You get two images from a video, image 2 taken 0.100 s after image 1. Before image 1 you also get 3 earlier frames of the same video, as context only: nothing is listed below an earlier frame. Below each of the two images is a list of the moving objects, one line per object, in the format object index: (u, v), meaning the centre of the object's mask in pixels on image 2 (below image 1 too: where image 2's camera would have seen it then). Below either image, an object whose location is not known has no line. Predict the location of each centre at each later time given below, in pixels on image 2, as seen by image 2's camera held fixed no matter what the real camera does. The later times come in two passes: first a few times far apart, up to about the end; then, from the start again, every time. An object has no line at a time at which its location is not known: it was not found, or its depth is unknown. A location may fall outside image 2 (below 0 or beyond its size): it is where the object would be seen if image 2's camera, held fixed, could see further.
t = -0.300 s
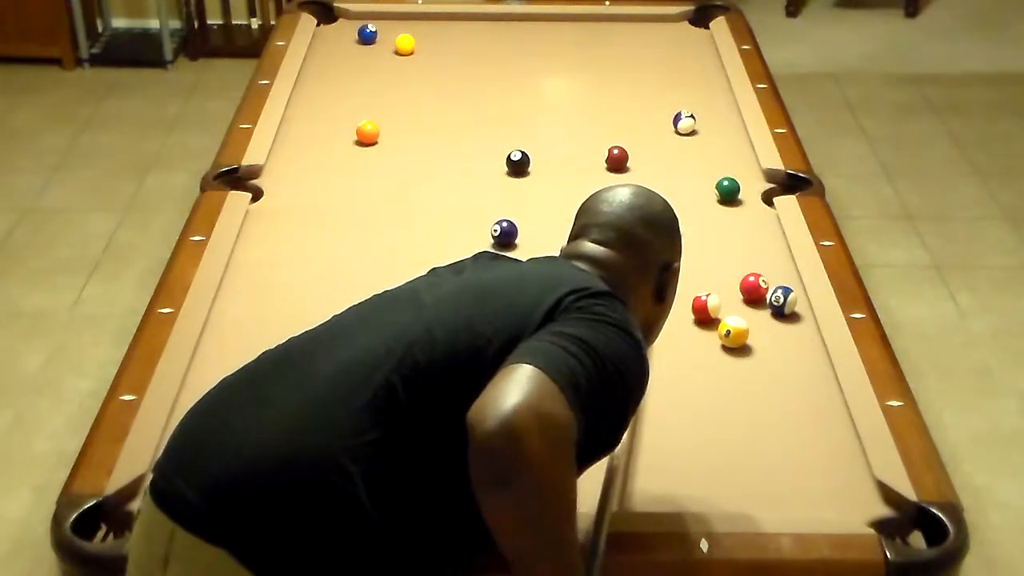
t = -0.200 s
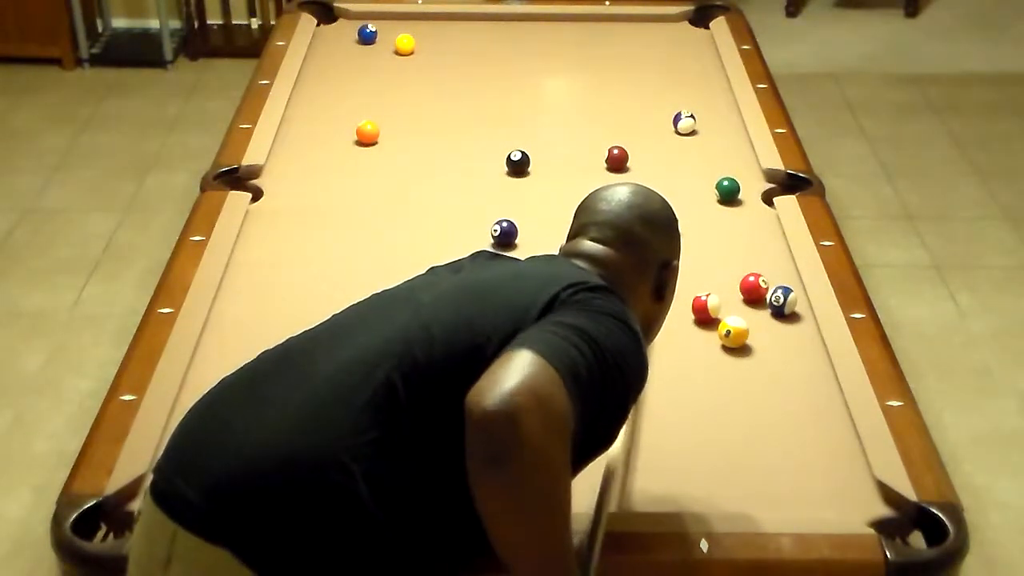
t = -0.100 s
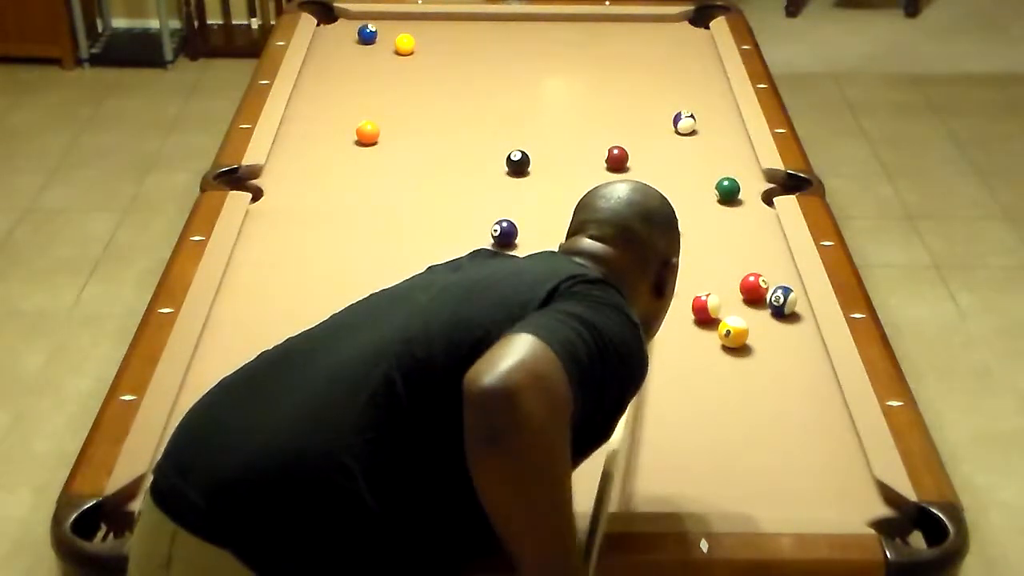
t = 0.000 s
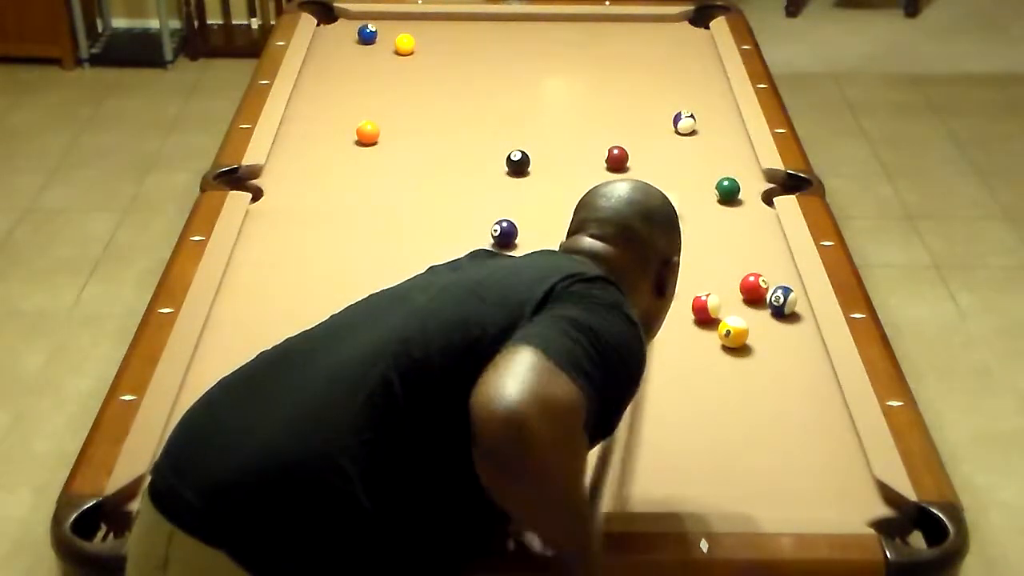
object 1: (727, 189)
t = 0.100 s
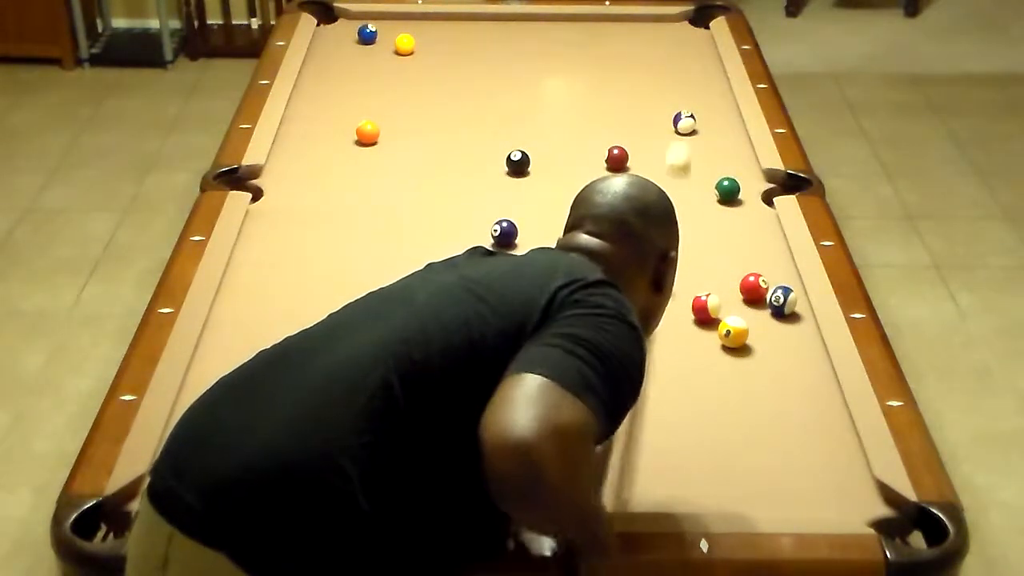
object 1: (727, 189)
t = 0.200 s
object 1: (727, 189)
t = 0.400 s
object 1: (727, 189)
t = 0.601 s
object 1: (727, 189)
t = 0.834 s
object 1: (727, 189)
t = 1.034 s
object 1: (731, 191)
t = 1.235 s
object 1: (740, 194)
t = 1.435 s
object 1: (748, 197)
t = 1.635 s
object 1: (754, 199)
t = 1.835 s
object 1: (759, 201)
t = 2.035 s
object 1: (758, 200)
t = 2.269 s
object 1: (759, 201)
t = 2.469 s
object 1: (759, 200)
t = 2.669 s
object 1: (759, 199)
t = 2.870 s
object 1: (759, 199)
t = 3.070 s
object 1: (759, 199)
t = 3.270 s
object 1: (759, 200)
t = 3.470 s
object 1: (759, 200)
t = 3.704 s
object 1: (759, 200)
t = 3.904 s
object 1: (759, 200)
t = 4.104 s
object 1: (759, 201)
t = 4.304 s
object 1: (759, 200)
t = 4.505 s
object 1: (759, 201)
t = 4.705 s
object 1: (759, 201)
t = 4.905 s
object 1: (759, 200)
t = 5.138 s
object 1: (759, 200)
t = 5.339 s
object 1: (758, 201)
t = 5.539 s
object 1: (758, 201)
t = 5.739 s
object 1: (759, 201)
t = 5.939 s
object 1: (759, 201)
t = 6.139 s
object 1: (759, 200)
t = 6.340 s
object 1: (759, 200)
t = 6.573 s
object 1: (759, 200)
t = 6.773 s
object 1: (759, 200)
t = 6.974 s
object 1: (759, 200)
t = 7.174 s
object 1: (759, 200)
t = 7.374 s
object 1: (759, 200)
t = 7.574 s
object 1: (759, 200)
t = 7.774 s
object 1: (759, 200)
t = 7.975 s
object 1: (759, 199)
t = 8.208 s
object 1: (759, 200)
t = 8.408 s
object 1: (759, 200)
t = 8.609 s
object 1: (758, 200)
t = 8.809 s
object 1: (759, 200)
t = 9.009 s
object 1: (759, 200)
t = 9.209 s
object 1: (759, 200)
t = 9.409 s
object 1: (759, 200)
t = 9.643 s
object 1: (759, 200)
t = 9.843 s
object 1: (759, 200)
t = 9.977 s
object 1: (759, 200)
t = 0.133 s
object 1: (727, 189)
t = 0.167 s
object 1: (727, 189)
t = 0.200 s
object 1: (727, 189)
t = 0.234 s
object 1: (727, 189)
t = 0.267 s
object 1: (727, 189)
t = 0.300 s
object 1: (727, 189)
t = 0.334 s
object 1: (727, 189)
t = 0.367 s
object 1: (727, 189)
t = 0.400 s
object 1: (727, 189)
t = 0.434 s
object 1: (727, 189)
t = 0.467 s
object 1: (727, 189)
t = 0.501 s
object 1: (727, 189)
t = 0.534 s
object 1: (727, 189)
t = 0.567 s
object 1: (727, 189)
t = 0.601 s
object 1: (727, 189)
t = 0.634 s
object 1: (727, 189)
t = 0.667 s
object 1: (727, 189)
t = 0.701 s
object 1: (727, 189)
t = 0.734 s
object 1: (727, 189)
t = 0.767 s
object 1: (727, 189)
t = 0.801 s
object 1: (727, 189)
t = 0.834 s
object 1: (727, 189)
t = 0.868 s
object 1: (727, 189)
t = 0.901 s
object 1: (727, 189)
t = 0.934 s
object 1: (727, 189)
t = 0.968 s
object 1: (727, 190)
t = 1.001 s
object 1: (729, 191)
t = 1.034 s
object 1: (731, 191)
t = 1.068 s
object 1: (732, 192)
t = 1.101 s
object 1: (734, 192)
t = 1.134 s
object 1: (736, 192)
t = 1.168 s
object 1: (737, 193)
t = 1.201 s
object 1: (739, 194)
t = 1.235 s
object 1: (740, 194)
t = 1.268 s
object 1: (742, 195)
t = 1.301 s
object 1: (743, 195)
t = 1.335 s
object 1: (744, 195)
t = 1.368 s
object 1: (745, 196)
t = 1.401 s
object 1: (747, 196)
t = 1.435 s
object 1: (748, 197)
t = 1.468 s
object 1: (749, 197)
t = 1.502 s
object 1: (750, 198)
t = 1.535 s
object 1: (751, 198)
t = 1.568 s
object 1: (752, 198)
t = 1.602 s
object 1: (753, 199)
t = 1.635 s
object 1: (754, 199)
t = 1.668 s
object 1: (755, 199)
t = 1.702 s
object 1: (756, 199)
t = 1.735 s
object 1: (756, 200)
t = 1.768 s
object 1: (757, 200)
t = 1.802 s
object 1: (757, 200)
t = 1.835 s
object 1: (759, 201)
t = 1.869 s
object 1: (759, 201)
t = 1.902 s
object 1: (759, 201)
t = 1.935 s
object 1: (759, 201)
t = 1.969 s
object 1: (759, 201)
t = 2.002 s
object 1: (759, 201)
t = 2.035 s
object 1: (758, 200)
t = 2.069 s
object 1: (758, 201)
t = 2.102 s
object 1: (759, 201)
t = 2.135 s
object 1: (758, 200)
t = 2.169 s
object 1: (758, 200)
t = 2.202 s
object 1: (759, 200)
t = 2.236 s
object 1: (759, 200)
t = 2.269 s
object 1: (759, 201)
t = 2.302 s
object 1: (759, 200)
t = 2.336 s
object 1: (759, 201)
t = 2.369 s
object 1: (759, 201)
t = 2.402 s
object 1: (759, 200)
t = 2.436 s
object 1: (759, 201)
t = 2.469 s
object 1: (759, 200)
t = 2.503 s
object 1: (759, 200)
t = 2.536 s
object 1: (759, 200)
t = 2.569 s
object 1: (759, 200)
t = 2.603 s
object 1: (759, 200)
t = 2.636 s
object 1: (759, 200)
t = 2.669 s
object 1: (759, 199)
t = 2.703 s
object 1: (759, 199)
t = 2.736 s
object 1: (759, 199)
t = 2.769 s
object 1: (759, 199)
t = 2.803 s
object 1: (759, 199)
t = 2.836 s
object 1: (759, 199)
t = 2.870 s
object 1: (759, 199)
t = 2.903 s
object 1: (759, 199)
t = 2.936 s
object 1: (759, 199)
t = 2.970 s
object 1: (759, 199)
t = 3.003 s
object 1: (759, 199)
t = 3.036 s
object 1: (759, 199)
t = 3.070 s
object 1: (759, 199)
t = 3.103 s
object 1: (759, 201)
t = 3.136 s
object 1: (759, 200)
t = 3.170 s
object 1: (759, 200)
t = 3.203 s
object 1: (759, 200)
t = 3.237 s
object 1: (759, 200)
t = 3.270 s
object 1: (759, 200)
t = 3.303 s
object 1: (759, 200)
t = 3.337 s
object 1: (759, 200)
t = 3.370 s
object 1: (759, 200)
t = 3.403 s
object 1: (759, 200)
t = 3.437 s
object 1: (759, 200)
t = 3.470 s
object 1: (759, 200)
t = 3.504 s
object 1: (759, 200)
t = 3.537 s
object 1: (759, 201)
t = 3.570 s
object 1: (759, 200)
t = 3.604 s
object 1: (759, 200)
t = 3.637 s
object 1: (759, 201)
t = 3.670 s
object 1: (759, 200)
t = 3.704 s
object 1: (759, 200)
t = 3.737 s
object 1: (759, 201)
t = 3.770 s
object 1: (759, 200)
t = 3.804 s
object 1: (759, 201)
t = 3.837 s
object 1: (759, 200)
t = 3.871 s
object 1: (759, 201)
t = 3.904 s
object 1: (759, 200)
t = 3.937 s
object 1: (759, 201)
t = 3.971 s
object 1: (759, 201)
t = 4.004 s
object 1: (759, 200)
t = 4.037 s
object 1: (759, 201)
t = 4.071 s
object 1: (759, 201)
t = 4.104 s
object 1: (759, 201)
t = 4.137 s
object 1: (759, 201)
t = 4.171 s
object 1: (759, 201)
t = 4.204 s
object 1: (759, 201)
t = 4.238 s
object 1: (759, 201)
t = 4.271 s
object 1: (759, 201)
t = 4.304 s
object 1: (759, 200)
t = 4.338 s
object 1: (759, 200)
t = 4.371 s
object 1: (759, 200)
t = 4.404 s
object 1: (759, 200)
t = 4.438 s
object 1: (759, 200)
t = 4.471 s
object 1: (759, 201)
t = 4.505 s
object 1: (759, 201)
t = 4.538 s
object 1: (759, 200)
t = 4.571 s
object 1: (759, 201)
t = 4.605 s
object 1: (758, 201)
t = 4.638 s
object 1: (758, 201)
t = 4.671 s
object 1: (758, 201)
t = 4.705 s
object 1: (759, 201)
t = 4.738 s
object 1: (759, 200)
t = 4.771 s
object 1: (759, 201)
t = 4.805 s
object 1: (759, 200)
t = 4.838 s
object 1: (759, 201)
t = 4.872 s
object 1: (759, 200)
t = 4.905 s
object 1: (759, 200)
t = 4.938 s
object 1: (759, 201)
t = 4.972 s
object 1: (759, 200)
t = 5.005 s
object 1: (759, 200)
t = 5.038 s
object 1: (759, 200)
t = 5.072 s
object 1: (759, 200)
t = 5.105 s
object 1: (759, 201)
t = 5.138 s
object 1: (759, 200)
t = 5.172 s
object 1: (759, 200)
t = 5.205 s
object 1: (758, 201)
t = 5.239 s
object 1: (758, 201)
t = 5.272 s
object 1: (758, 201)
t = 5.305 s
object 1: (759, 201)
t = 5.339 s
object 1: (758, 201)
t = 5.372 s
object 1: (759, 201)
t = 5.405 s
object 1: (759, 201)
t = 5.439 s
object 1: (759, 201)
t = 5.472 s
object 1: (758, 200)
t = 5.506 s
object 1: (758, 200)
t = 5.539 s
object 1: (758, 201)
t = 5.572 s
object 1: (759, 201)
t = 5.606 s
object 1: (759, 201)
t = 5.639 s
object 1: (758, 201)
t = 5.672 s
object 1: (758, 201)
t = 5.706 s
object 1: (758, 201)
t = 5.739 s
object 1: (759, 201)
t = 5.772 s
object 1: (759, 201)
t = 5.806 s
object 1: (759, 201)
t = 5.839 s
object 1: (759, 201)
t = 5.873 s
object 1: (759, 201)
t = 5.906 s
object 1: (759, 201)
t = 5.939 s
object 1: (759, 201)
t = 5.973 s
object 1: (759, 201)
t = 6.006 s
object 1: (759, 200)
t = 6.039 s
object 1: (759, 201)
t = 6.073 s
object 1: (759, 200)
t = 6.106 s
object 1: (759, 201)
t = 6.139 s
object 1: (759, 200)
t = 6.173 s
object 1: (759, 201)
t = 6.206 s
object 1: (759, 200)
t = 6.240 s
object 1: (759, 201)
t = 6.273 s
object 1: (759, 200)
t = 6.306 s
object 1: (759, 200)
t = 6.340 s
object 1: (759, 200)
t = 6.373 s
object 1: (759, 200)
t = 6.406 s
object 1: (759, 200)
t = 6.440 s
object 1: (759, 200)
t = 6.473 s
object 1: (759, 200)
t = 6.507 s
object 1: (759, 200)
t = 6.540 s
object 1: (759, 200)
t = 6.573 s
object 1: (759, 200)
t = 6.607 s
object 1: (759, 200)
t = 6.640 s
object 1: (759, 200)
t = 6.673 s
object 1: (759, 200)
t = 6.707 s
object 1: (759, 200)
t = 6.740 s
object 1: (759, 200)
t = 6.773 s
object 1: (759, 200)
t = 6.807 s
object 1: (759, 200)
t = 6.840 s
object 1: (759, 200)
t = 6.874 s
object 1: (759, 200)
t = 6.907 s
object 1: (759, 200)
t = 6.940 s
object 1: (759, 200)
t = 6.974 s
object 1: (759, 200)
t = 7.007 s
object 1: (759, 200)
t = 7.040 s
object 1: (759, 200)
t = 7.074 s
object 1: (759, 200)
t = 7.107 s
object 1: (759, 200)
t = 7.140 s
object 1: (759, 200)
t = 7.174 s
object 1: (759, 200)
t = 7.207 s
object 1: (759, 200)
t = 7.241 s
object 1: (759, 200)
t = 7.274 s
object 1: (759, 200)
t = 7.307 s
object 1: (759, 200)
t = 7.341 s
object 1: (759, 200)
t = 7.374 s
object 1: (759, 200)
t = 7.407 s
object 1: (759, 200)
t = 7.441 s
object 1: (759, 200)
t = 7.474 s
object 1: (759, 200)
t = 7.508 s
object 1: (759, 200)
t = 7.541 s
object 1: (759, 200)
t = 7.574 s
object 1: (759, 200)
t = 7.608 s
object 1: (759, 200)
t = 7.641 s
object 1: (759, 200)
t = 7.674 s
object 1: (759, 200)
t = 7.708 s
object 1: (759, 200)
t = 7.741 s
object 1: (759, 199)
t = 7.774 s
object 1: (759, 200)
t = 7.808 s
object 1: (759, 199)
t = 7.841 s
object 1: (759, 199)
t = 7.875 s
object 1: (759, 199)
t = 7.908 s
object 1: (759, 199)
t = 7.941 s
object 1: (759, 199)
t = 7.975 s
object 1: (759, 199)
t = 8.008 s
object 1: (759, 200)
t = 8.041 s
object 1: (759, 200)
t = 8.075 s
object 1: (759, 199)
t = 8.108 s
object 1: (759, 200)
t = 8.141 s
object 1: (759, 200)
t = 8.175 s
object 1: (759, 200)
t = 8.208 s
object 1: (759, 200)
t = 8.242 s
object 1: (759, 200)
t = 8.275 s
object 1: (759, 200)
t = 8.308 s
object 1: (759, 200)
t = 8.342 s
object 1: (759, 200)
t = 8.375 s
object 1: (759, 200)
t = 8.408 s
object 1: (759, 200)
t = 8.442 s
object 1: (759, 200)
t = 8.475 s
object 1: (759, 200)
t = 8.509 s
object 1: (759, 200)
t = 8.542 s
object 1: (759, 200)
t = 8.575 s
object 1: (759, 200)
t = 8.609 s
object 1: (758, 200)
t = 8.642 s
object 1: (758, 200)
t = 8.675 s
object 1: (759, 200)
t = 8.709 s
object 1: (759, 200)
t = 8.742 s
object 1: (759, 200)
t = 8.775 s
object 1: (759, 200)
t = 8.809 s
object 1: (759, 200)
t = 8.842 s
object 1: (759, 200)
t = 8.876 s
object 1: (759, 200)
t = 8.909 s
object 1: (759, 200)
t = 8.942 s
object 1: (759, 200)
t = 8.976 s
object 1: (759, 200)
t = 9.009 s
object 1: (759, 200)
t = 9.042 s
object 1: (759, 200)
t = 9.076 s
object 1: (759, 200)
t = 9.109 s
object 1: (759, 200)
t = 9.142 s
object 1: (759, 200)
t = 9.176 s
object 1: (759, 200)
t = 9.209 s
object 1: (759, 200)
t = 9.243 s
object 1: (759, 200)
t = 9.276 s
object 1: (759, 200)
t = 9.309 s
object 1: (759, 200)
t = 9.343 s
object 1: (759, 200)
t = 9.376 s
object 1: (759, 200)
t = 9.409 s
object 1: (759, 200)
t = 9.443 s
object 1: (759, 200)
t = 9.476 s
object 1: (759, 200)
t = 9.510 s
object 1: (759, 200)
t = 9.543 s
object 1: (759, 200)
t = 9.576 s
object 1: (759, 200)
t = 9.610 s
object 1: (759, 200)
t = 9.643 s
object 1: (759, 200)
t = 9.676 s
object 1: (759, 200)
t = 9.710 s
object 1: (759, 200)
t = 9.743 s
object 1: (759, 200)
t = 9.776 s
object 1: (759, 200)
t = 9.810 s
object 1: (759, 200)
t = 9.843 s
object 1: (759, 200)
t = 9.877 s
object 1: (759, 200)
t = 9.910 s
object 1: (759, 200)
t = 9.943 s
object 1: (759, 200)
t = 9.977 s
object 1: (759, 200)
